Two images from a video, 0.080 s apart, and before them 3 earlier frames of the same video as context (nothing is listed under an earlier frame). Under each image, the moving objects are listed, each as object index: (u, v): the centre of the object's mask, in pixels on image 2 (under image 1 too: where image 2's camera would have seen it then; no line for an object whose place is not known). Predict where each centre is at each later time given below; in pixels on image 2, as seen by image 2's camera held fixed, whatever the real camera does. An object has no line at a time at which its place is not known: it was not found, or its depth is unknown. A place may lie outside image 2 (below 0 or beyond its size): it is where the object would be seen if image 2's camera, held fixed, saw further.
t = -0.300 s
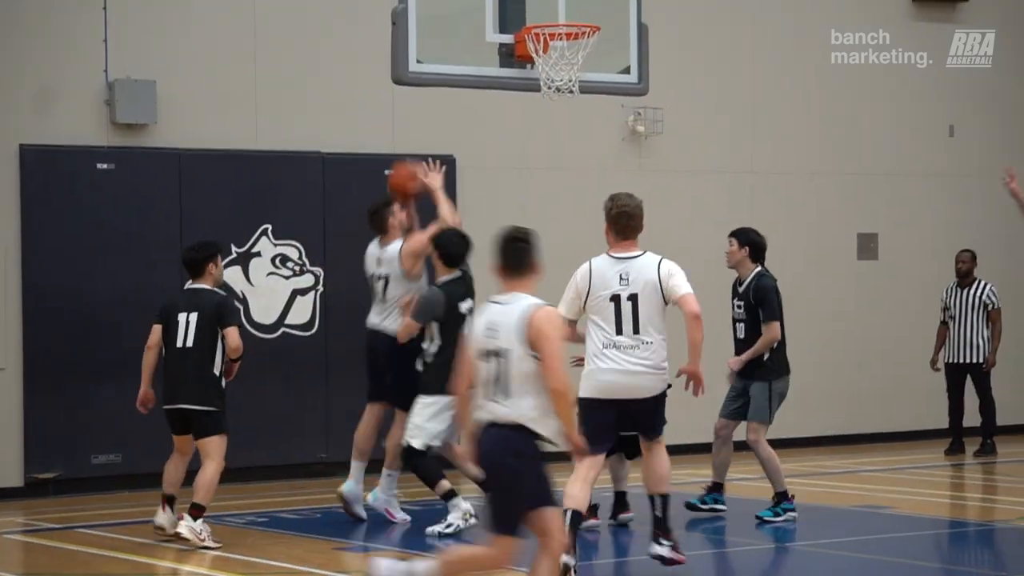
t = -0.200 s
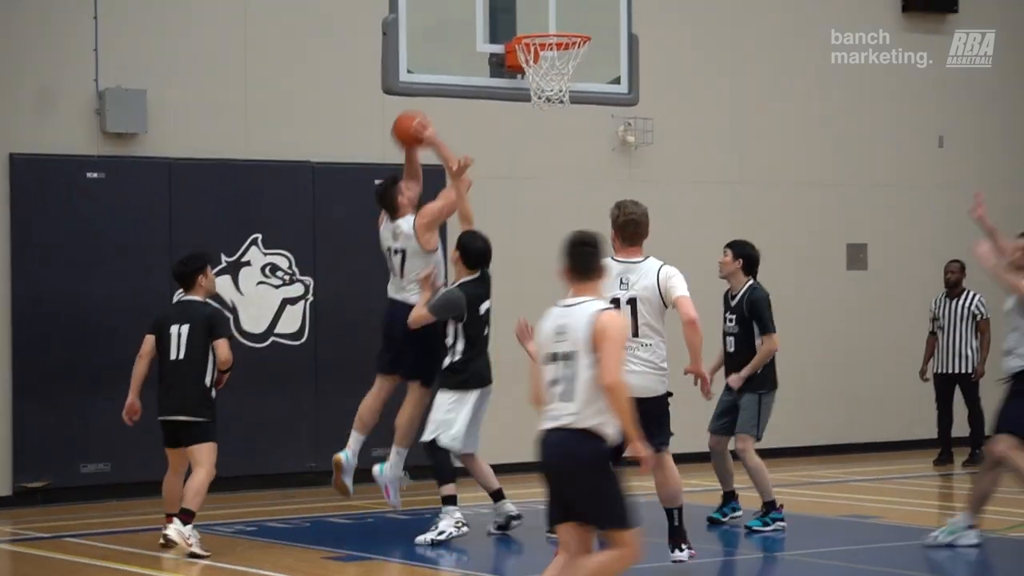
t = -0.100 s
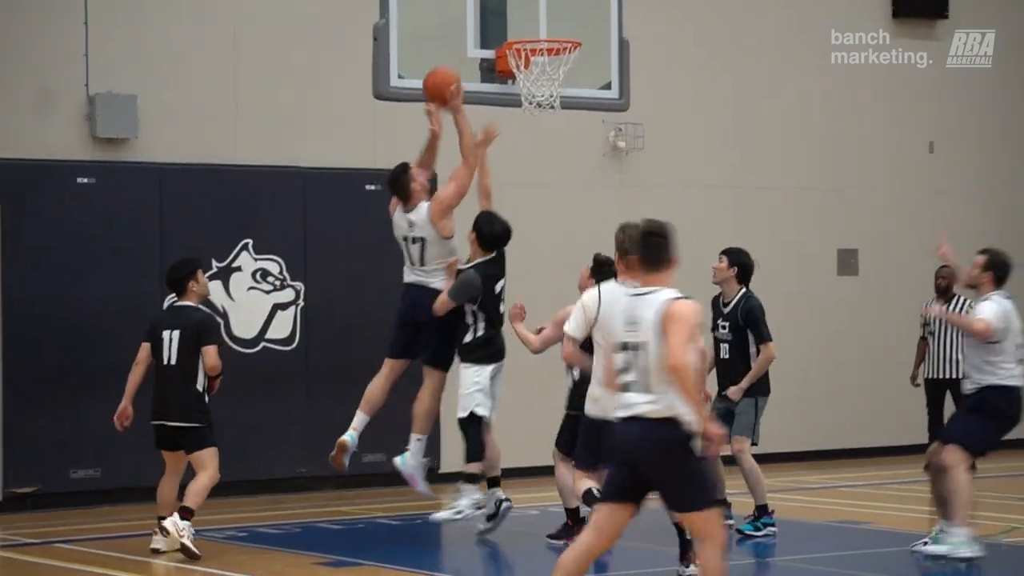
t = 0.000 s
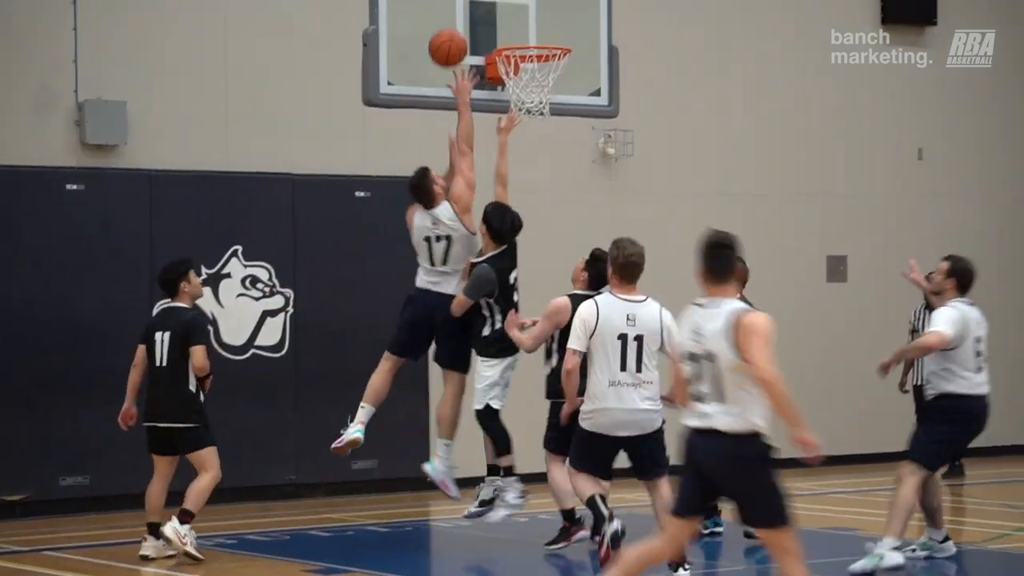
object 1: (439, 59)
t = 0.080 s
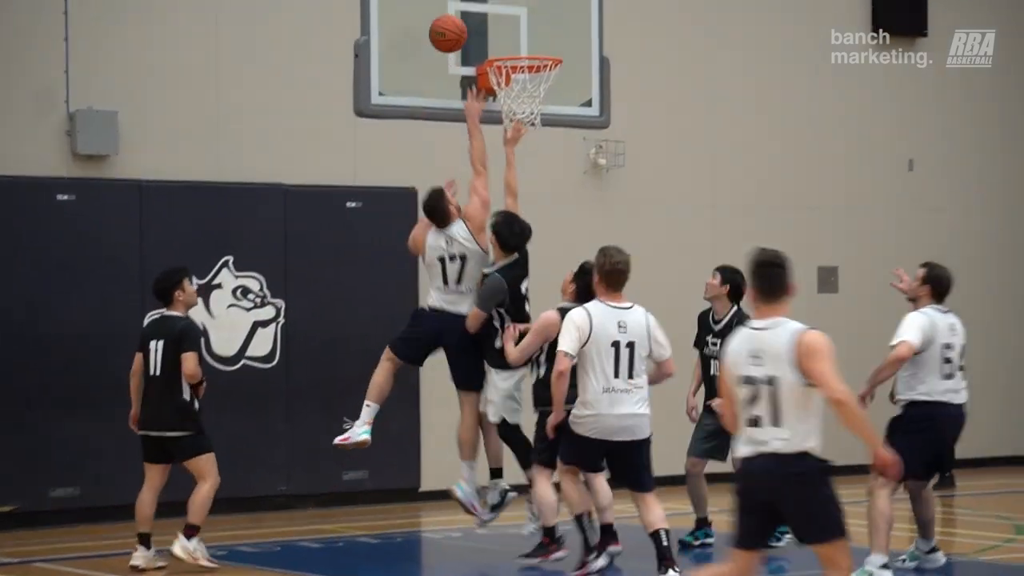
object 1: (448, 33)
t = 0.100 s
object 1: (450, 28)
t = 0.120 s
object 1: (452, 24)
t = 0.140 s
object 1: (454, 21)
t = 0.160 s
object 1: (456, 18)
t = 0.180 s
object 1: (459, 17)
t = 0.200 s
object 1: (464, 17)
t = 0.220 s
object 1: (469, 18)
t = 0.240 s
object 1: (474, 19)
